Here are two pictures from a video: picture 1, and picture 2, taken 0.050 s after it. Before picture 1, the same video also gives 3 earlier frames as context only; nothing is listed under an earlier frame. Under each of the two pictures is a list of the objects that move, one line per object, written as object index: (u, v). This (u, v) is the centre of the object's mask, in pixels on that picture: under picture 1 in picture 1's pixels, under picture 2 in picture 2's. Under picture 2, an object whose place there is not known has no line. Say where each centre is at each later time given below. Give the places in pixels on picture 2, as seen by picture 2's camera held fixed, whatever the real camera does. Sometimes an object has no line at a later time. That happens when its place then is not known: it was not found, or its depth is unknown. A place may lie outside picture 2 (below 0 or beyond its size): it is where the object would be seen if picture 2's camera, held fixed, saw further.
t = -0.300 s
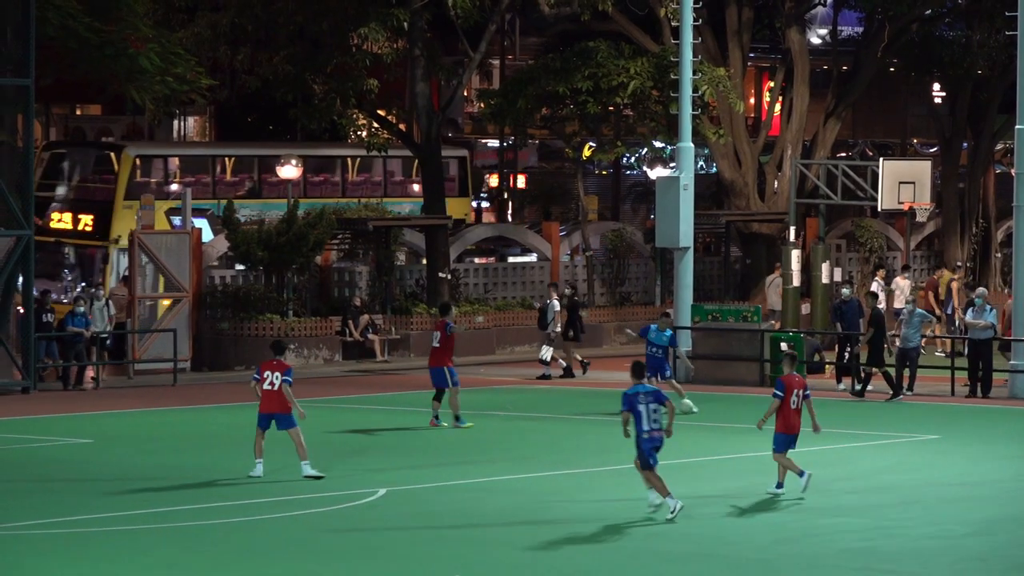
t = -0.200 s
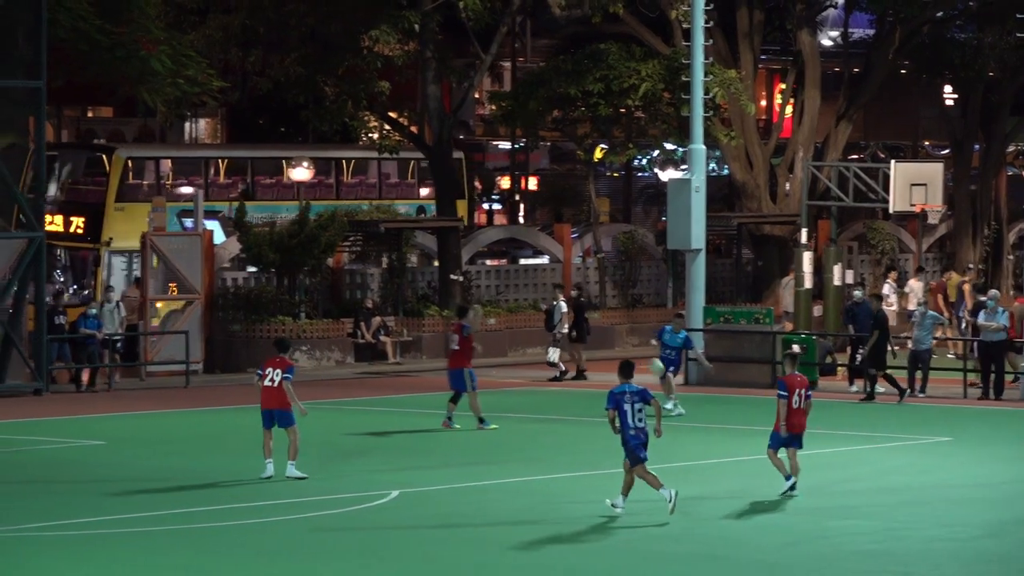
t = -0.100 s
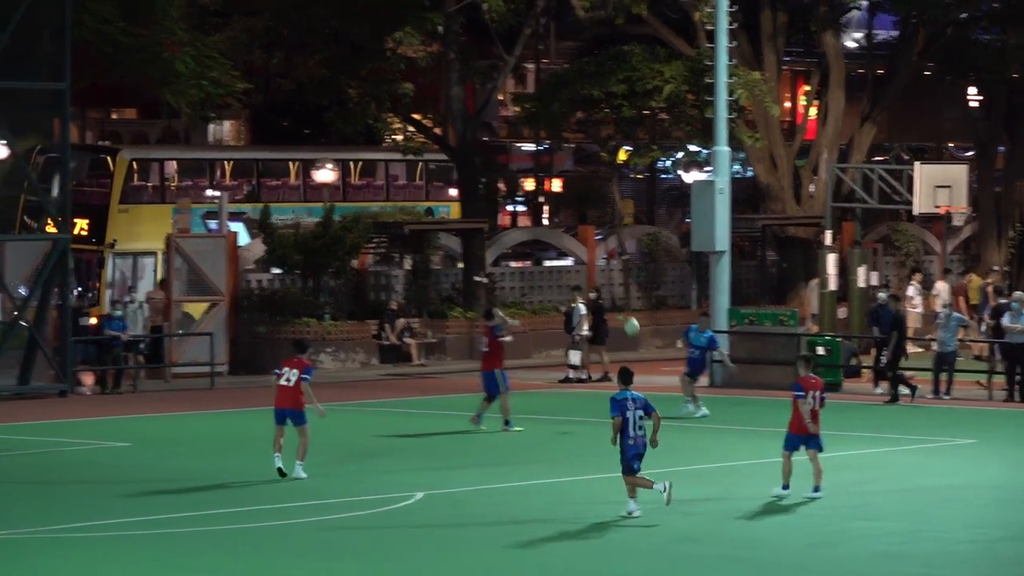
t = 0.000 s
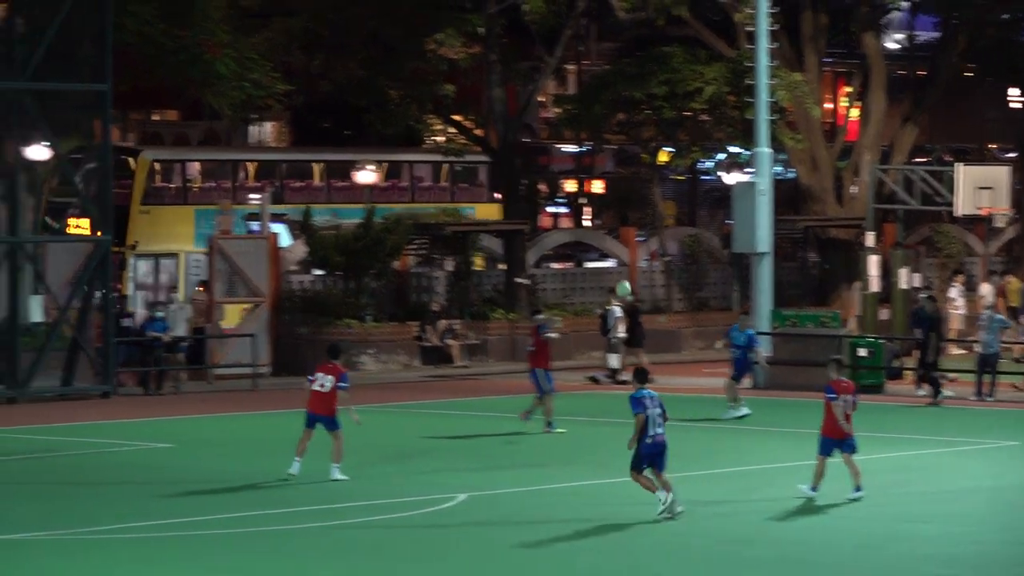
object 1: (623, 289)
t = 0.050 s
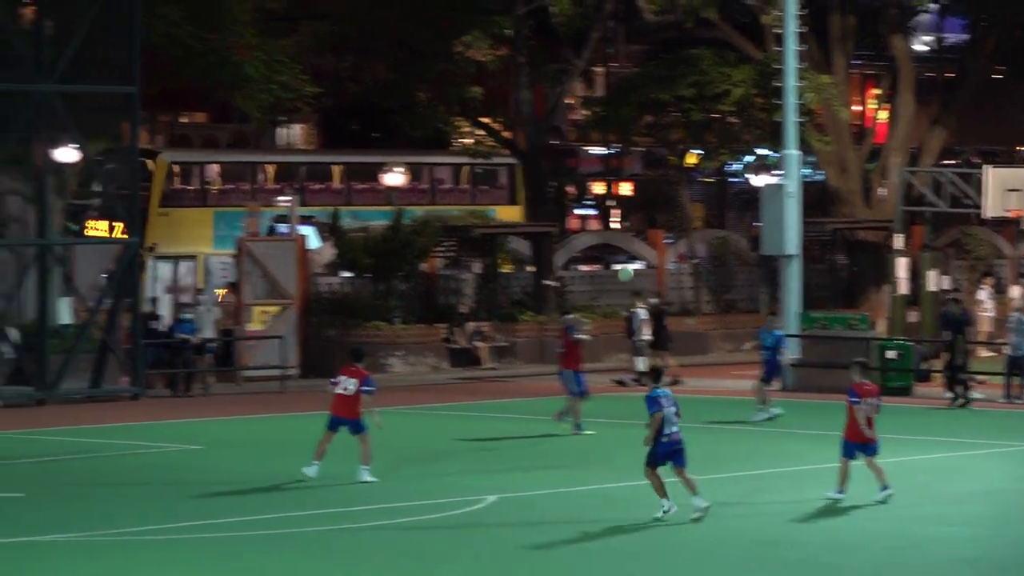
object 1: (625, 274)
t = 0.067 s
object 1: (618, 267)
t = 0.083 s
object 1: (611, 261)
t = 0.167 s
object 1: (570, 235)
